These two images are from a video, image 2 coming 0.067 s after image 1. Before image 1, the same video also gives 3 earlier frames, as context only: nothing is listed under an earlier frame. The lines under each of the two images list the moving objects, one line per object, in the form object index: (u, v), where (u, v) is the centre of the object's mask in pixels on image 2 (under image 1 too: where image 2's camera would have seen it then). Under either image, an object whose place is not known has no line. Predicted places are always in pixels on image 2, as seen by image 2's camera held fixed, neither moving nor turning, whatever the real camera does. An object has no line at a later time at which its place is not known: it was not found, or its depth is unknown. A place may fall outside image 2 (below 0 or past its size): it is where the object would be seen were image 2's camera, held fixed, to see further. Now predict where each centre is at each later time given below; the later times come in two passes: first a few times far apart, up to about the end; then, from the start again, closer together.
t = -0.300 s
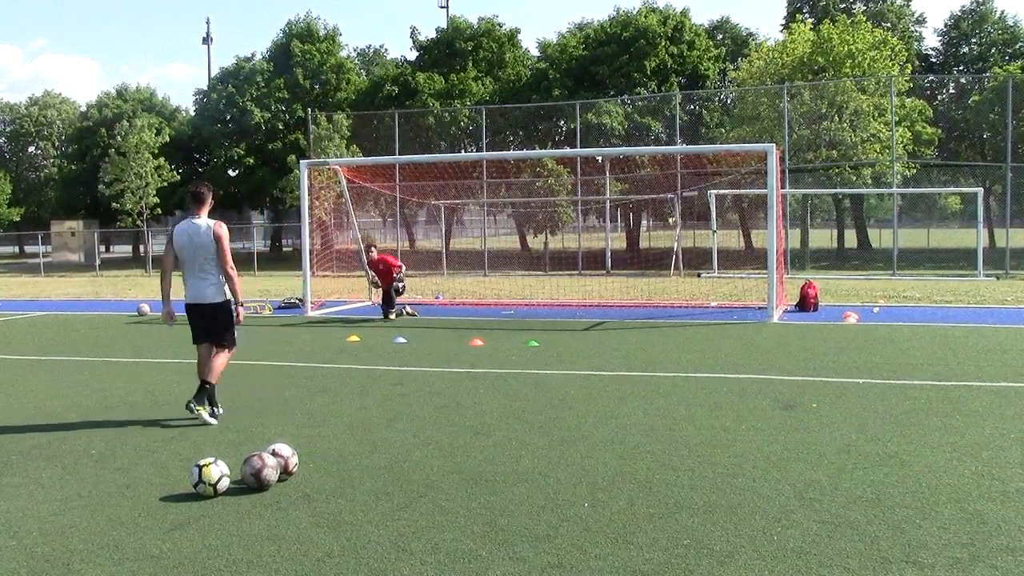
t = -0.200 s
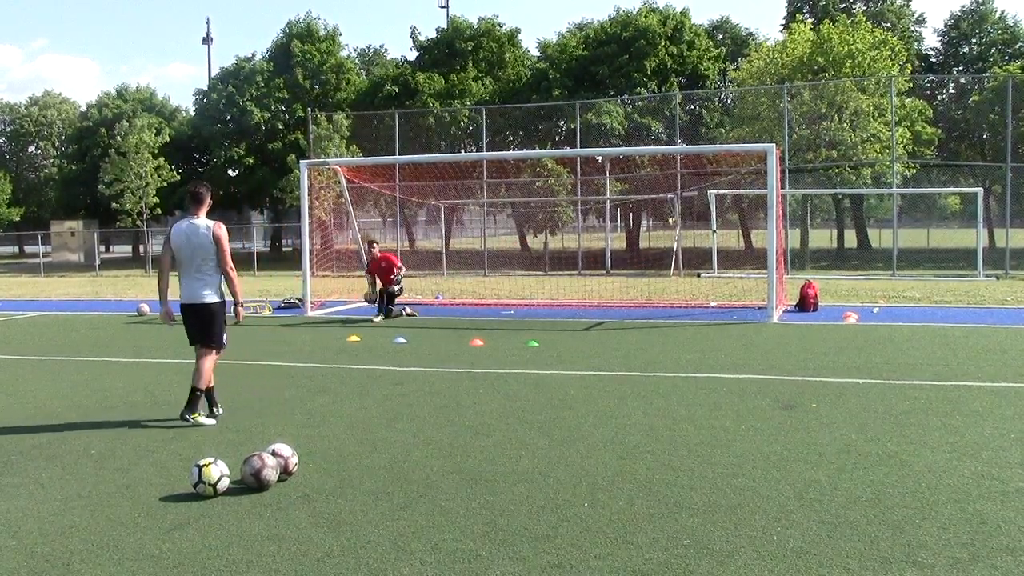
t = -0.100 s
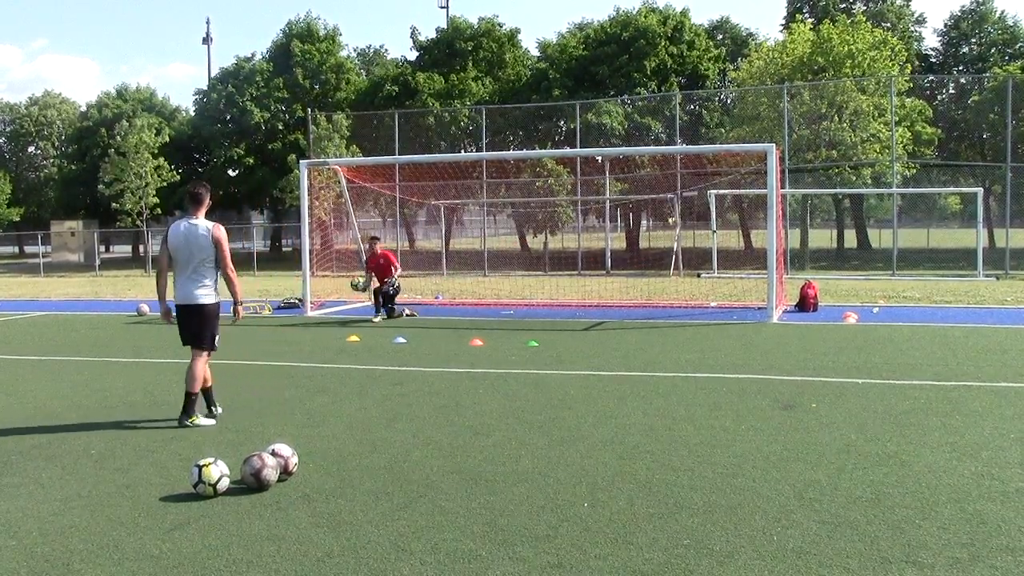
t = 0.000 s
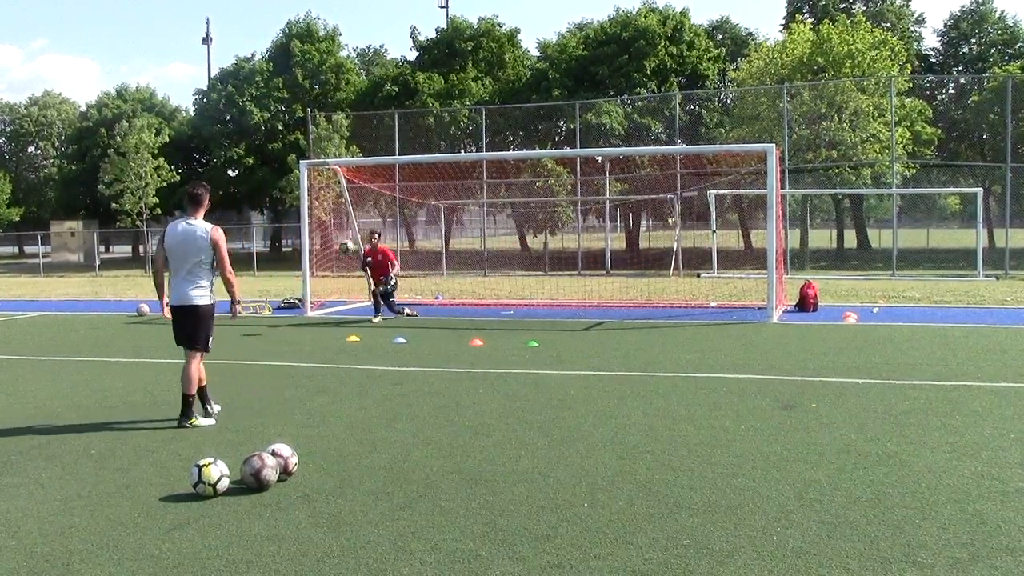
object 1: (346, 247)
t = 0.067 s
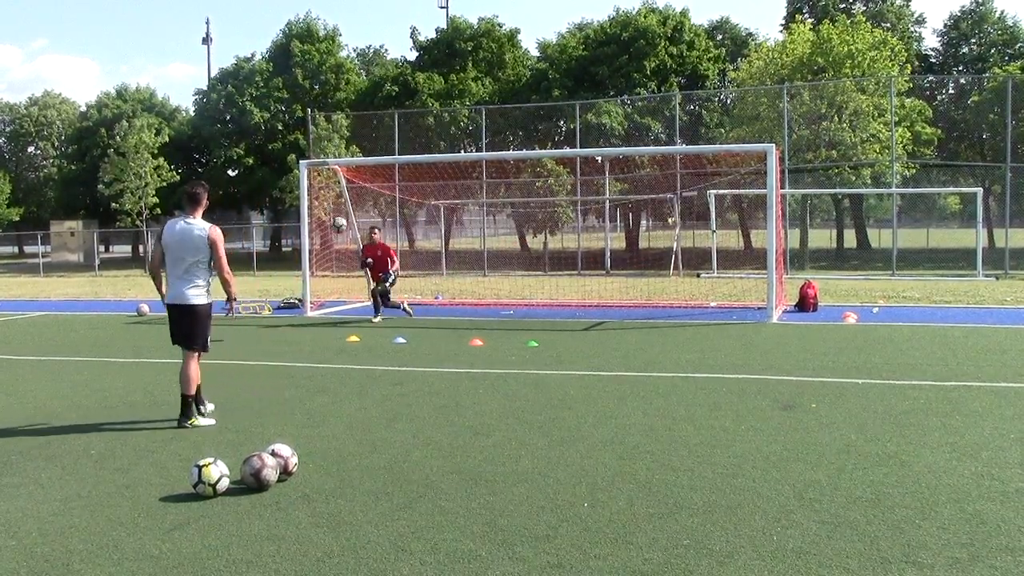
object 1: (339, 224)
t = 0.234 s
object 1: (317, 178)
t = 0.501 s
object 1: (274, 149)
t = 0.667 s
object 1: (239, 168)
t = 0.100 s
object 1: (334, 213)
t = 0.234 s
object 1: (317, 178)
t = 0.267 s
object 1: (312, 173)
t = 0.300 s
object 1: (307, 167)
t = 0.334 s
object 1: (303, 161)
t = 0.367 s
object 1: (297, 158)
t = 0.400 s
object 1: (291, 155)
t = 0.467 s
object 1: (280, 150)
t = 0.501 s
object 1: (274, 149)
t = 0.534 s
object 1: (267, 150)
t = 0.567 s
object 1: (261, 152)
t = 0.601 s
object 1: (254, 156)
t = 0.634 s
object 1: (247, 161)
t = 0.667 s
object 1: (239, 168)
